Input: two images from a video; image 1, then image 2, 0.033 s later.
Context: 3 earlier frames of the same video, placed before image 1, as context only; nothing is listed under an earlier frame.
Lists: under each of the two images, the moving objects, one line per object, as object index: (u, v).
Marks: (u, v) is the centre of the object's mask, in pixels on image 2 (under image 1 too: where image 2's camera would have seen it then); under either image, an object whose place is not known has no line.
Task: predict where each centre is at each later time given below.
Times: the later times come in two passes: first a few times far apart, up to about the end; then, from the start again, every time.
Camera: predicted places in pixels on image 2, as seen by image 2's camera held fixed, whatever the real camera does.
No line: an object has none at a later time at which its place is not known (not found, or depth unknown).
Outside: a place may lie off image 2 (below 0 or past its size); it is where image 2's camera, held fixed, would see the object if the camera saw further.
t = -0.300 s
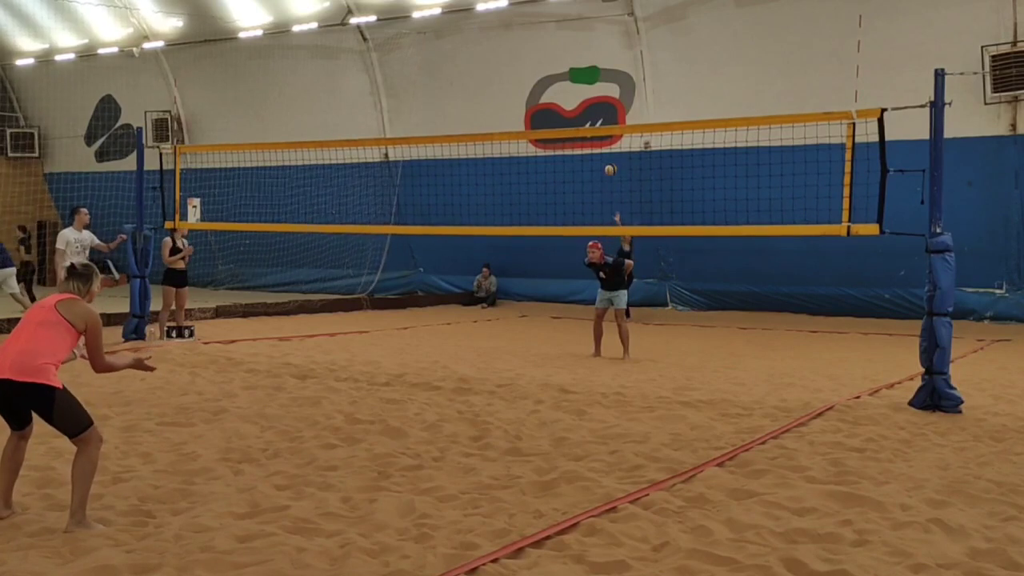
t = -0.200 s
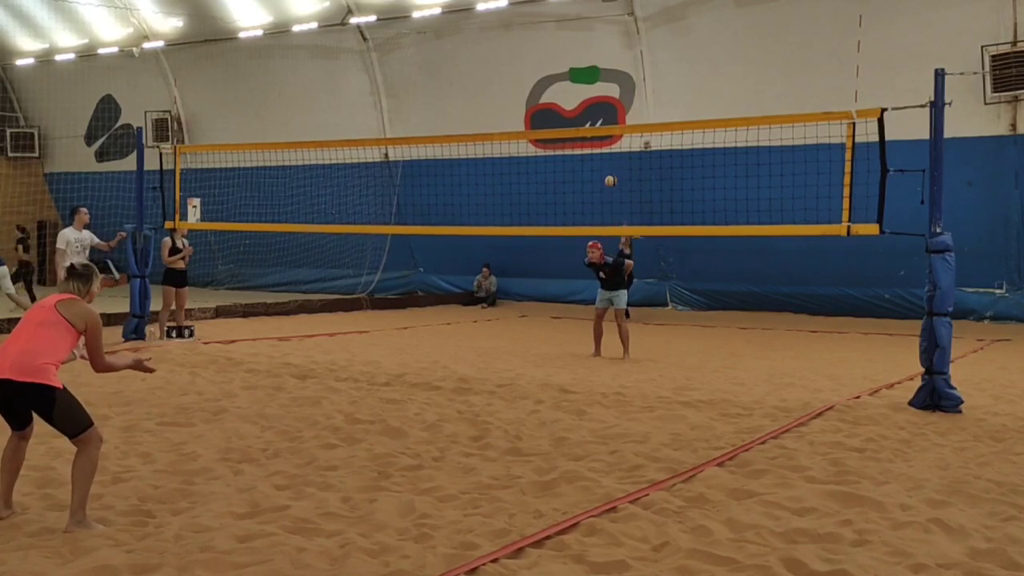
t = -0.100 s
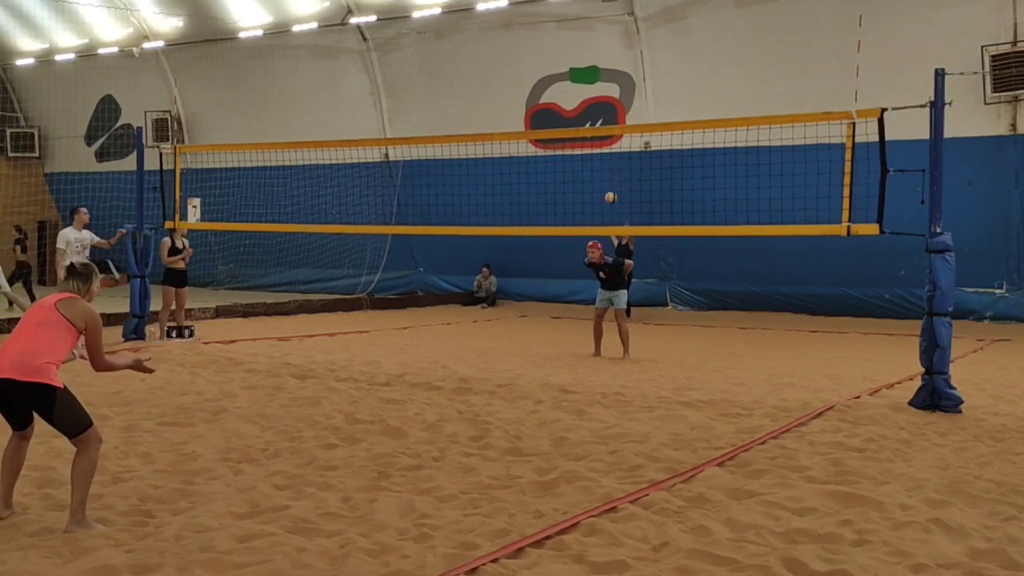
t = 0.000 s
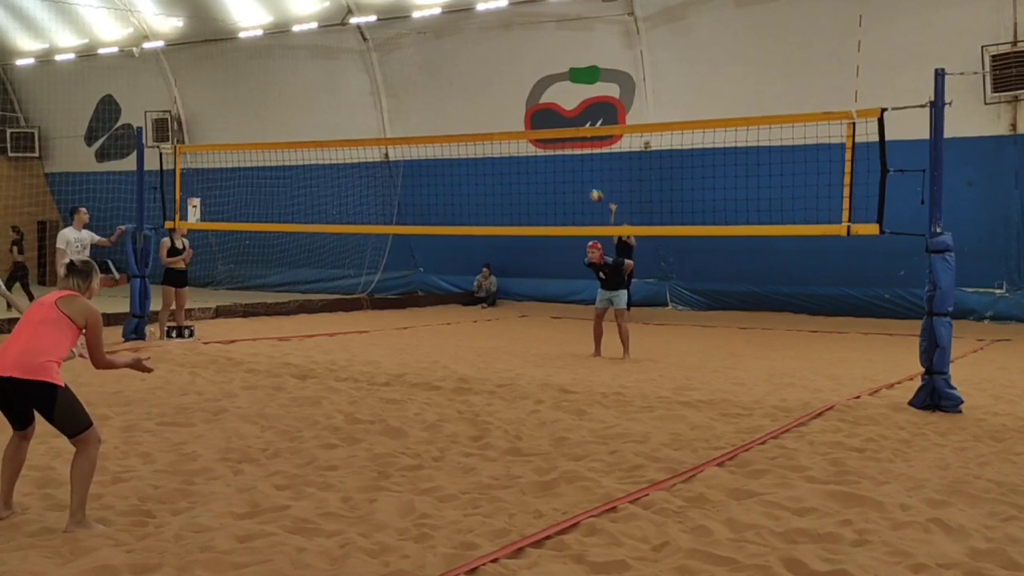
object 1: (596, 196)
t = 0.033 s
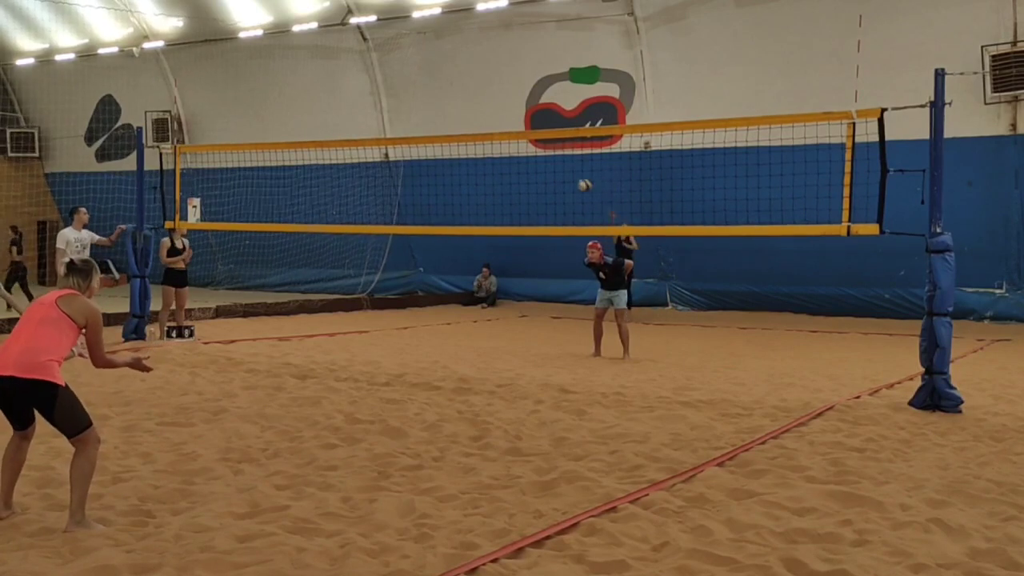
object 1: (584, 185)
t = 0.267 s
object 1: (497, 122)
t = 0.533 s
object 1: (377, 72)
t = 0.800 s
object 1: (228, 65)
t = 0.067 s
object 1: (572, 175)
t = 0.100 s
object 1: (560, 166)
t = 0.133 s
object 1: (547, 157)
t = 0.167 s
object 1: (537, 147)
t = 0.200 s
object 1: (522, 142)
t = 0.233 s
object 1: (510, 127)
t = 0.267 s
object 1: (497, 122)
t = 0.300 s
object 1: (484, 114)
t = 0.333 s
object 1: (469, 106)
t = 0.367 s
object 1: (455, 100)
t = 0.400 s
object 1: (441, 93)
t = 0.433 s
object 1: (426, 87)
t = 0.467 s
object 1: (409, 81)
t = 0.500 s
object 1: (392, 76)
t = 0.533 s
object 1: (377, 72)
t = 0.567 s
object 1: (361, 68)
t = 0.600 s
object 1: (343, 65)
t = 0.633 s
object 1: (325, 63)
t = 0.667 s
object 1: (308, 61)
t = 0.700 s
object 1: (289, 61)
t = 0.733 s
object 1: (270, 61)
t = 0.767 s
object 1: (250, 62)
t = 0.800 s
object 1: (228, 65)
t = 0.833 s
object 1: (208, 69)
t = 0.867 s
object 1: (185, 74)
